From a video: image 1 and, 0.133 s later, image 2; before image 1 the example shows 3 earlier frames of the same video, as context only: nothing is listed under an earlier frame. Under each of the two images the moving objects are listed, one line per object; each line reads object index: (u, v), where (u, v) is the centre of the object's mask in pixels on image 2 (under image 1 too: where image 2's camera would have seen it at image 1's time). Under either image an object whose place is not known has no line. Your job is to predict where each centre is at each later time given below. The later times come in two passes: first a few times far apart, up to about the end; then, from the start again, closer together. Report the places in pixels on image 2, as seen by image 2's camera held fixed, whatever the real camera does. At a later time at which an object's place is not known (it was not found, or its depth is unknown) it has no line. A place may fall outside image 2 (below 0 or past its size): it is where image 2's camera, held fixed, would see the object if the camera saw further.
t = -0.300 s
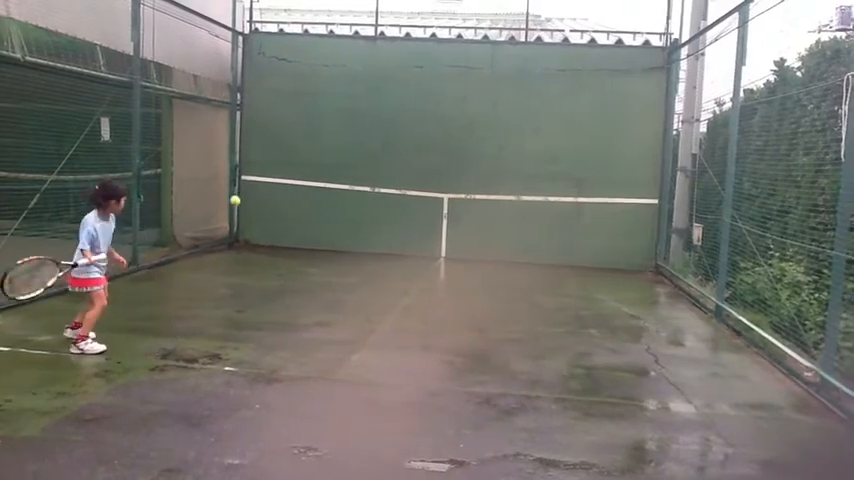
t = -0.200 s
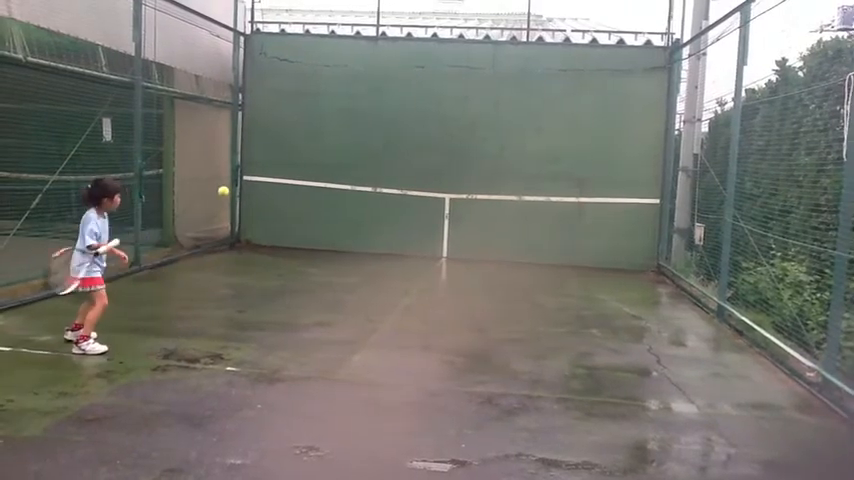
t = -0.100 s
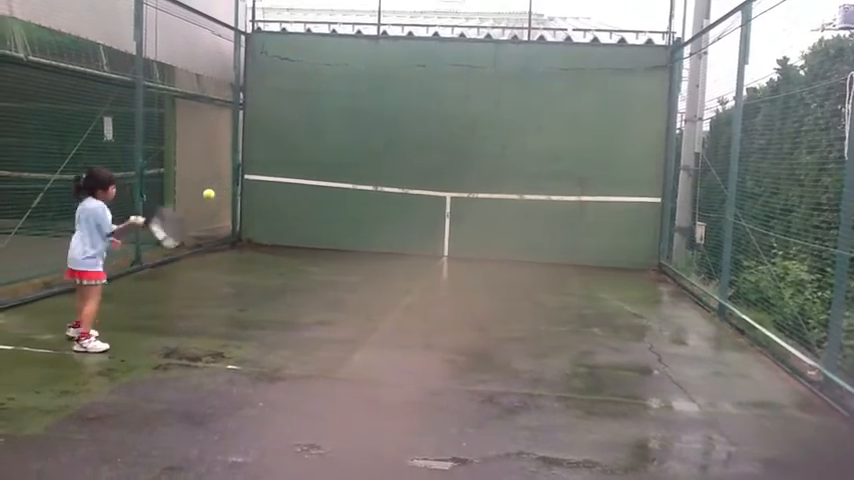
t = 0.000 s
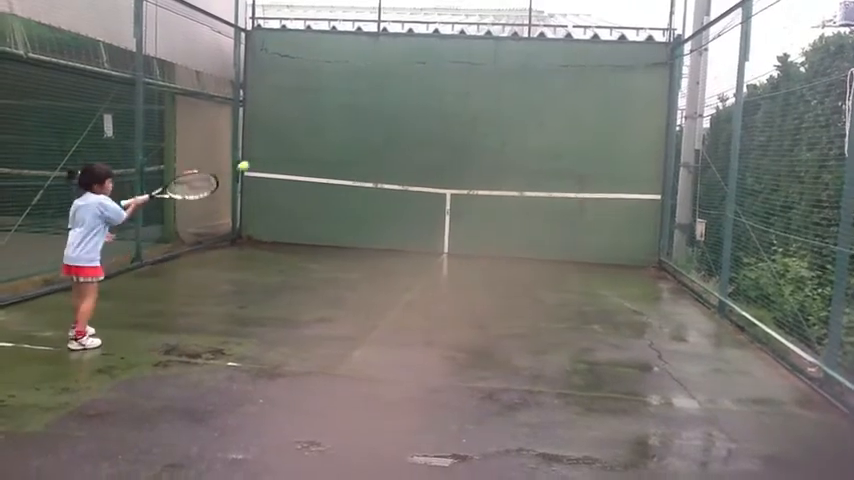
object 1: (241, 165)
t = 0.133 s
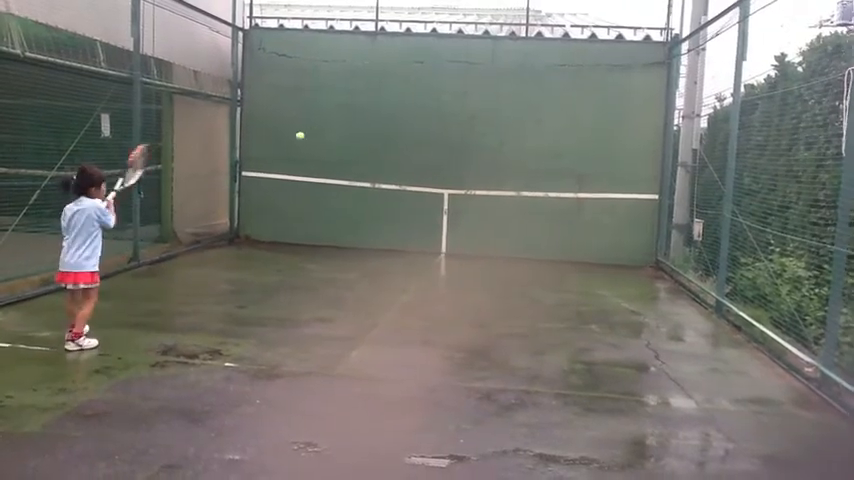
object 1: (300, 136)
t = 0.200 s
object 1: (320, 131)
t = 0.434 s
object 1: (370, 146)
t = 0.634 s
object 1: (367, 167)
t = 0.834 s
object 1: (349, 220)
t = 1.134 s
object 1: (325, 240)
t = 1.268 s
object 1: (313, 228)
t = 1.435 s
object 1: (296, 240)
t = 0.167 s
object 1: (310, 132)
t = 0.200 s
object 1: (320, 131)
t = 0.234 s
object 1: (330, 130)
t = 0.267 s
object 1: (338, 131)
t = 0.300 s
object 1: (345, 133)
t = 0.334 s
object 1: (352, 135)
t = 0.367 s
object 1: (358, 138)
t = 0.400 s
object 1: (364, 142)
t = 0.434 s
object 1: (370, 146)
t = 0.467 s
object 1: (375, 151)
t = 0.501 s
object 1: (376, 154)
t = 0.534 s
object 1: (374, 156)
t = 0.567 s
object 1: (372, 159)
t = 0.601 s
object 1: (369, 163)
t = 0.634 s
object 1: (367, 167)
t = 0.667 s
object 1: (365, 172)
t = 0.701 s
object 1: (361, 179)
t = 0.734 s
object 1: (359, 188)
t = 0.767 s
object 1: (355, 197)
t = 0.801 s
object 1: (352, 208)
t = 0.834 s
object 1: (349, 220)
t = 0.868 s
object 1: (347, 234)
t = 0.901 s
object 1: (344, 249)
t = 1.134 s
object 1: (325, 240)
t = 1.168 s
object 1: (322, 235)
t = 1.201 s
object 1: (320, 232)
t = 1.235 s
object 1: (316, 229)
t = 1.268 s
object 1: (313, 228)
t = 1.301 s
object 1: (310, 227)
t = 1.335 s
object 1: (307, 228)
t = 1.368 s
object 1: (303, 231)
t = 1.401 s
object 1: (300, 234)
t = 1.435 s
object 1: (296, 240)
